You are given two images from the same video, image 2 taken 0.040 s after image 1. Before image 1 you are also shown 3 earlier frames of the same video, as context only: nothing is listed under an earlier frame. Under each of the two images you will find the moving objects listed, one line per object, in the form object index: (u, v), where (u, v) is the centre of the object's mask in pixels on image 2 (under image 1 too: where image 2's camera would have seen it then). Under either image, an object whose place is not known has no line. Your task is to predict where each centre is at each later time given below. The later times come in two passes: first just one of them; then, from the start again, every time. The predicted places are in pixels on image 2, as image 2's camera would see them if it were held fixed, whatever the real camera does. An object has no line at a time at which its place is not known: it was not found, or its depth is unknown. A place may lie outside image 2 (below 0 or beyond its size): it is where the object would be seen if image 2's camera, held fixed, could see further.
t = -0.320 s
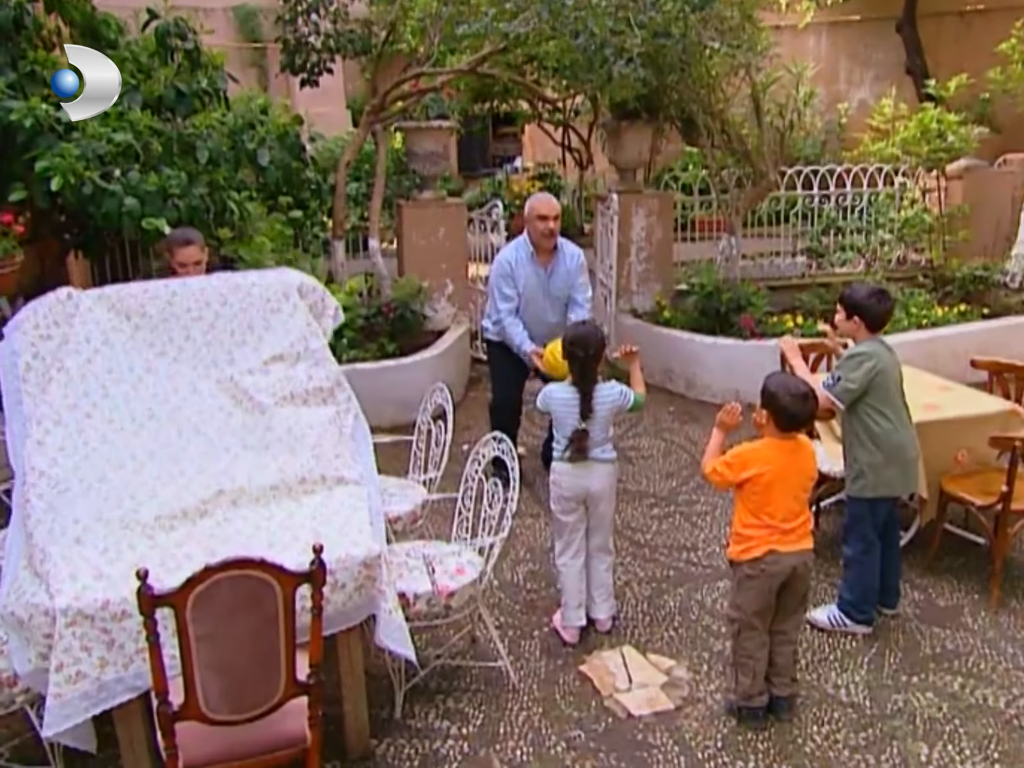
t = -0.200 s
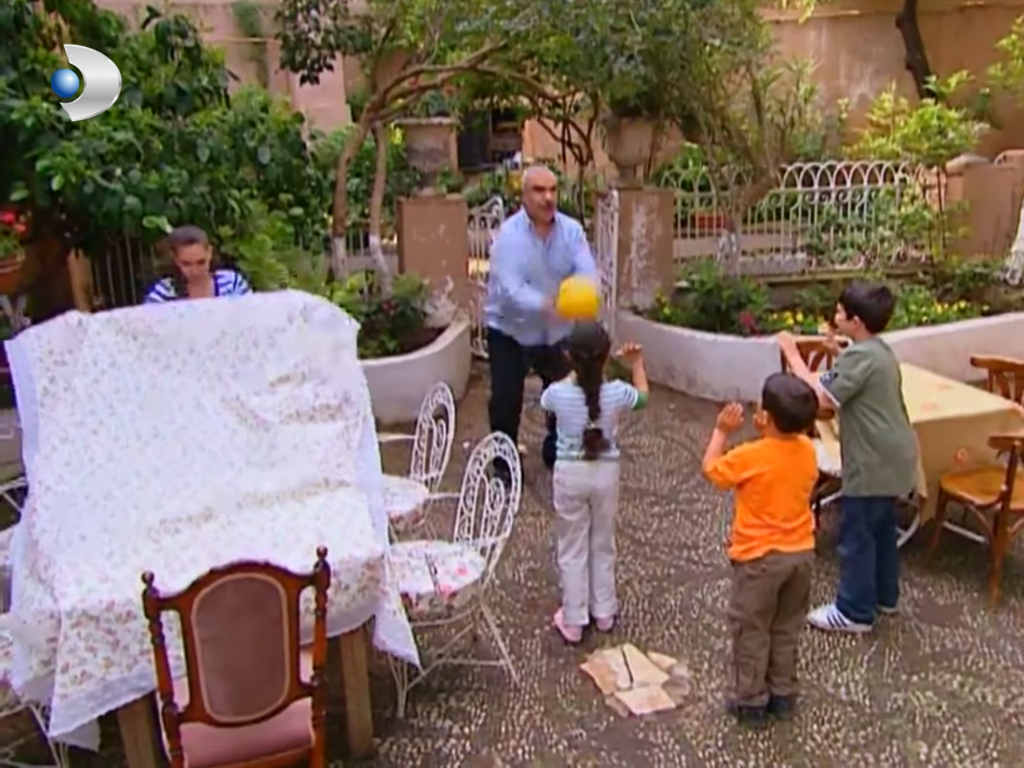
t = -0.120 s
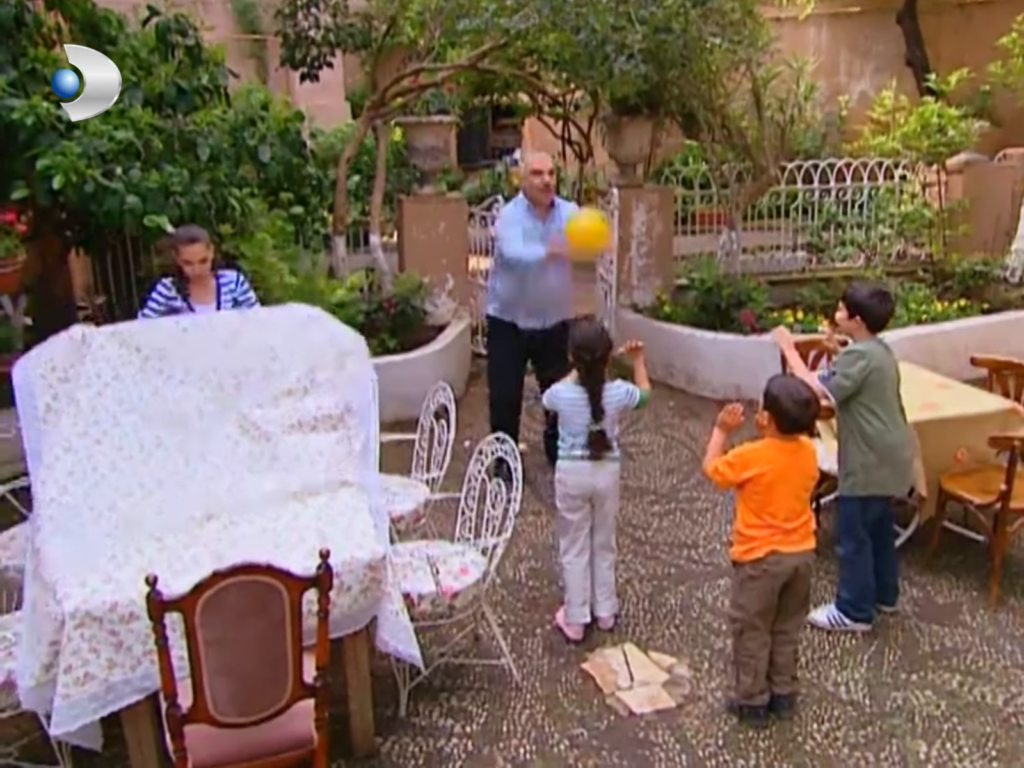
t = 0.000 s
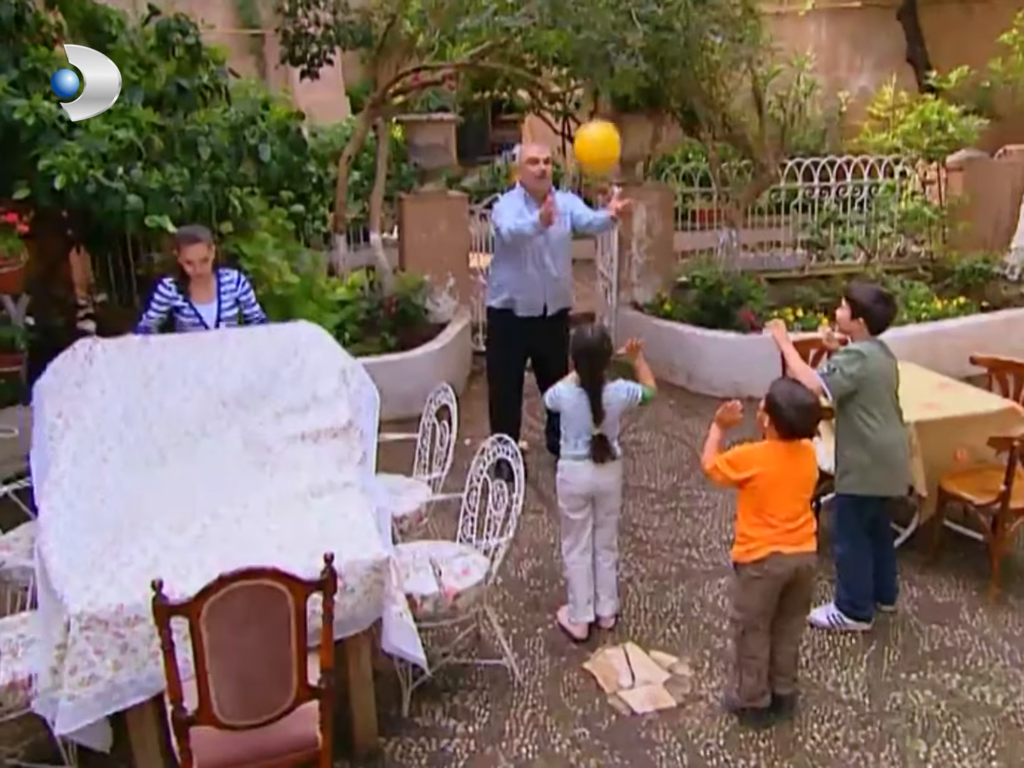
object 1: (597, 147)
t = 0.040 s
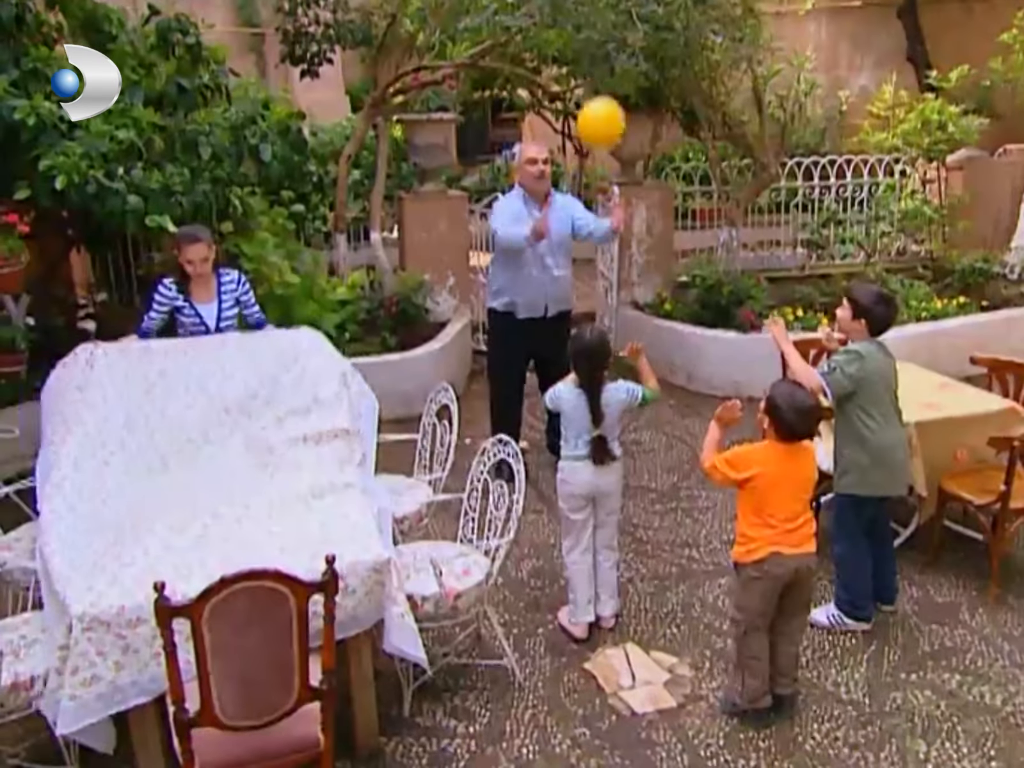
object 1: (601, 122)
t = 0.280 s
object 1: (626, 59)
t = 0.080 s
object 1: (605, 103)
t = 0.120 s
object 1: (609, 88)
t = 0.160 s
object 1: (613, 75)
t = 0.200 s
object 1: (617, 66)
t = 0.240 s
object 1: (622, 61)
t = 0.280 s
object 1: (626, 59)
